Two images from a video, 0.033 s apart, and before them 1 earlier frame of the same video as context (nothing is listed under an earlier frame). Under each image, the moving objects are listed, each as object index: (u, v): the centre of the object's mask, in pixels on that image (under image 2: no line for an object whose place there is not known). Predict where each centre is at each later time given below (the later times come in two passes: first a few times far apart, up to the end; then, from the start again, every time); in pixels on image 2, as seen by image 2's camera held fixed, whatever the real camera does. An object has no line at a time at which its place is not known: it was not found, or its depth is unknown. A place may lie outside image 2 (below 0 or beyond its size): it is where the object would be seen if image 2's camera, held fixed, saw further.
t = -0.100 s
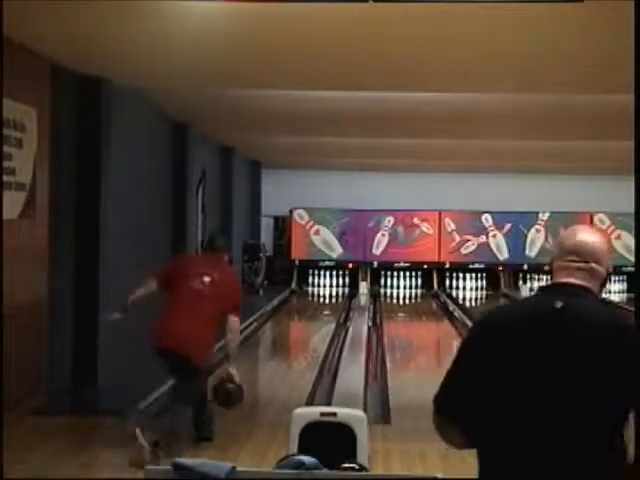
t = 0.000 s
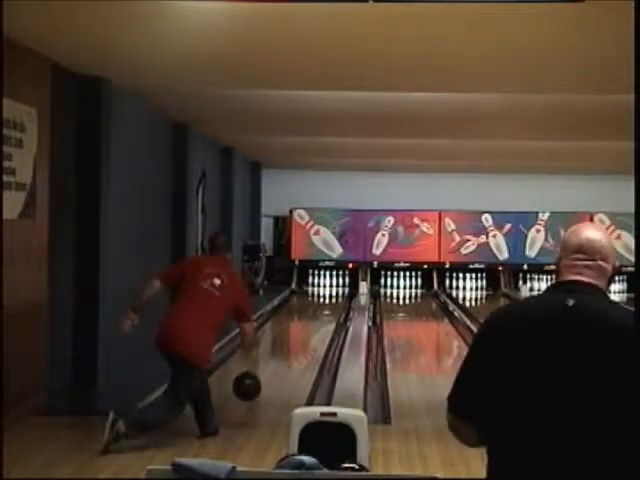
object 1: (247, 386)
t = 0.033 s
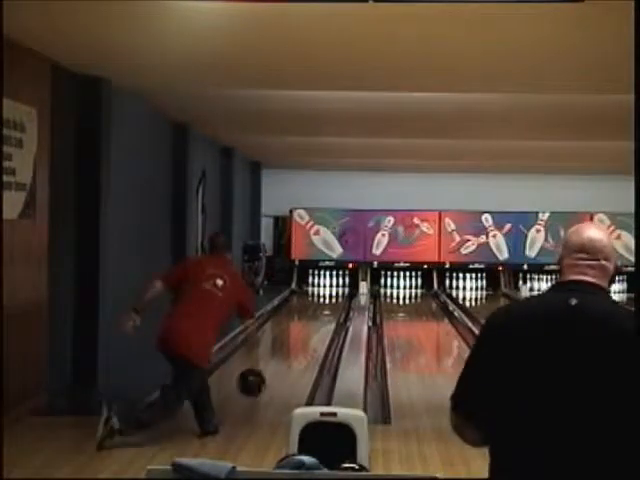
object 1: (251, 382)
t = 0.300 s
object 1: (279, 373)
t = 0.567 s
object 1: (297, 350)
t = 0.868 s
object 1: (311, 331)
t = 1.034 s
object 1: (316, 322)
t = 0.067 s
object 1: (255, 380)
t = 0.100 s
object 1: (259, 379)
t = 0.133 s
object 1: (262, 380)
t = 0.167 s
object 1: (267, 382)
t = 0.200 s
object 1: (270, 385)
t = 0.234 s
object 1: (273, 381)
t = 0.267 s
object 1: (276, 377)
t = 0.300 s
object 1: (279, 373)
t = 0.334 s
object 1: (282, 371)
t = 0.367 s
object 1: (284, 368)
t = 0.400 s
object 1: (287, 364)
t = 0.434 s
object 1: (289, 361)
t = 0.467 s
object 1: (292, 358)
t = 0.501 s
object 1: (293, 355)
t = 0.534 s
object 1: (295, 353)
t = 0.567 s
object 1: (297, 350)
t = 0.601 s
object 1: (299, 347)
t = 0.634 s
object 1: (301, 345)
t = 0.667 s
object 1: (303, 343)
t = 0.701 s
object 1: (304, 340)
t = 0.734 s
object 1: (306, 339)
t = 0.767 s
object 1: (307, 336)
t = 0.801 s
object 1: (308, 334)
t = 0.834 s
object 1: (309, 332)
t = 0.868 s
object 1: (311, 331)
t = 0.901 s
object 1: (312, 329)
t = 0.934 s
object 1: (313, 327)
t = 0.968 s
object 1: (314, 326)
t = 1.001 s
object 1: (315, 323)
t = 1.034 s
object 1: (316, 322)
